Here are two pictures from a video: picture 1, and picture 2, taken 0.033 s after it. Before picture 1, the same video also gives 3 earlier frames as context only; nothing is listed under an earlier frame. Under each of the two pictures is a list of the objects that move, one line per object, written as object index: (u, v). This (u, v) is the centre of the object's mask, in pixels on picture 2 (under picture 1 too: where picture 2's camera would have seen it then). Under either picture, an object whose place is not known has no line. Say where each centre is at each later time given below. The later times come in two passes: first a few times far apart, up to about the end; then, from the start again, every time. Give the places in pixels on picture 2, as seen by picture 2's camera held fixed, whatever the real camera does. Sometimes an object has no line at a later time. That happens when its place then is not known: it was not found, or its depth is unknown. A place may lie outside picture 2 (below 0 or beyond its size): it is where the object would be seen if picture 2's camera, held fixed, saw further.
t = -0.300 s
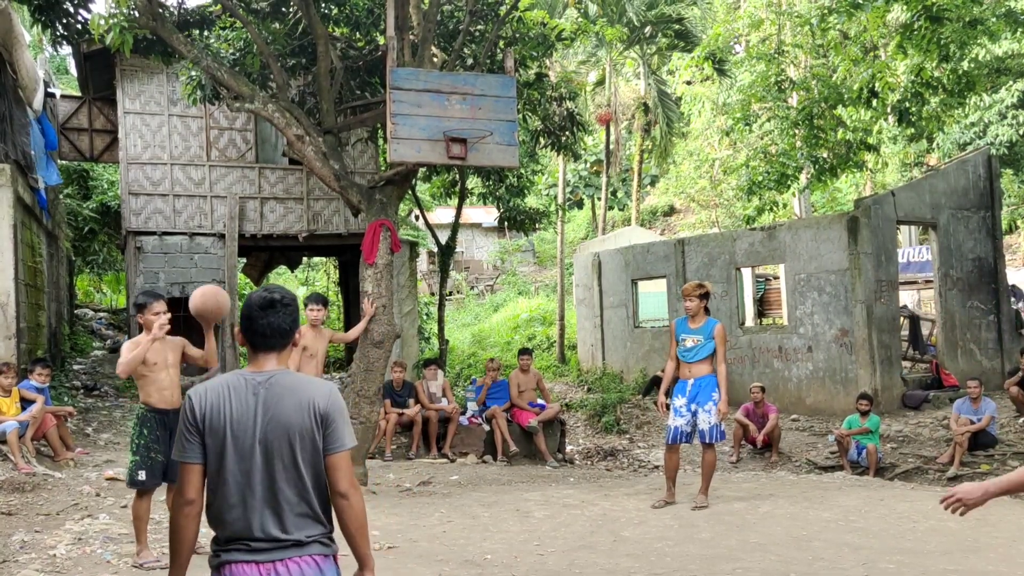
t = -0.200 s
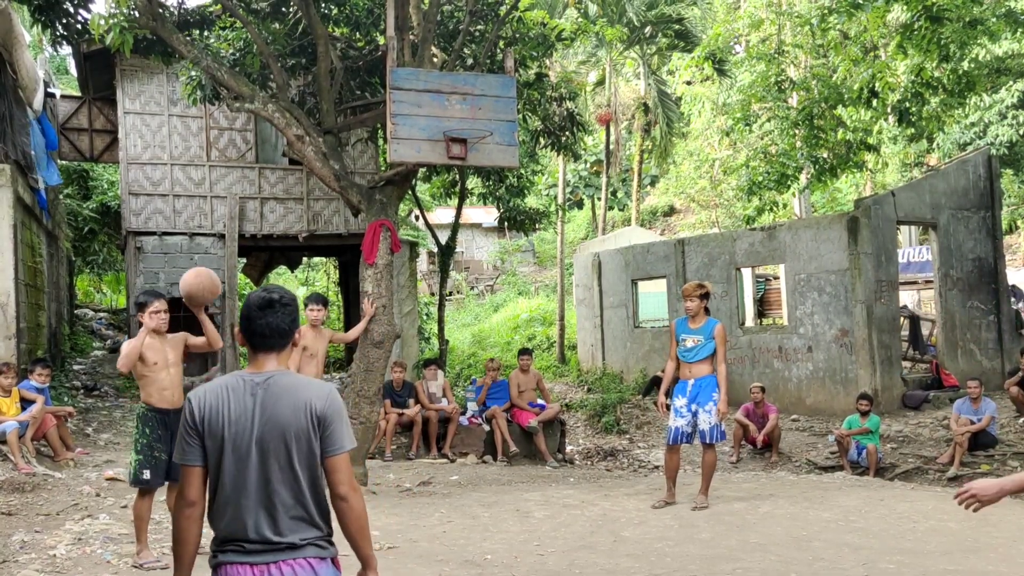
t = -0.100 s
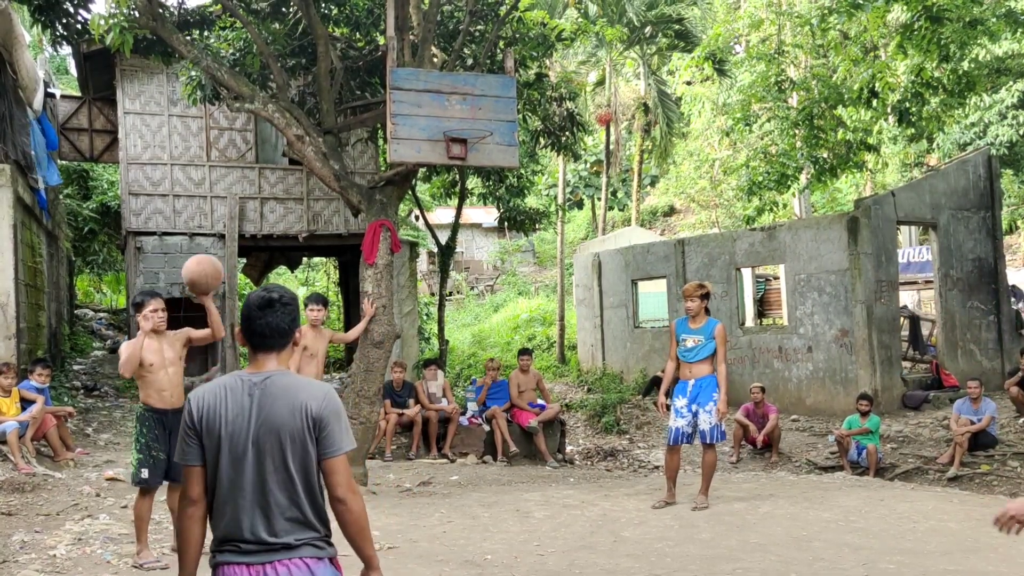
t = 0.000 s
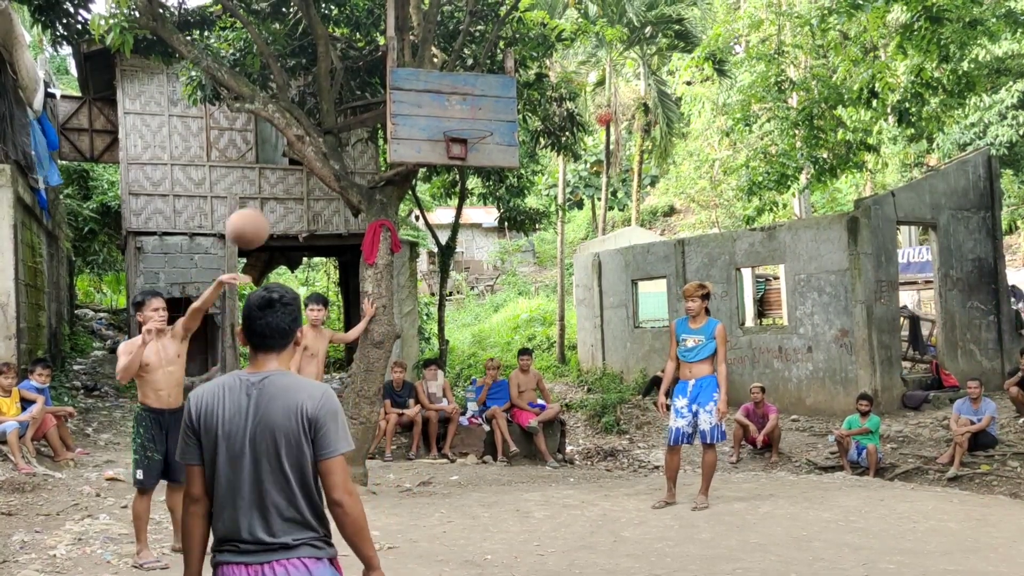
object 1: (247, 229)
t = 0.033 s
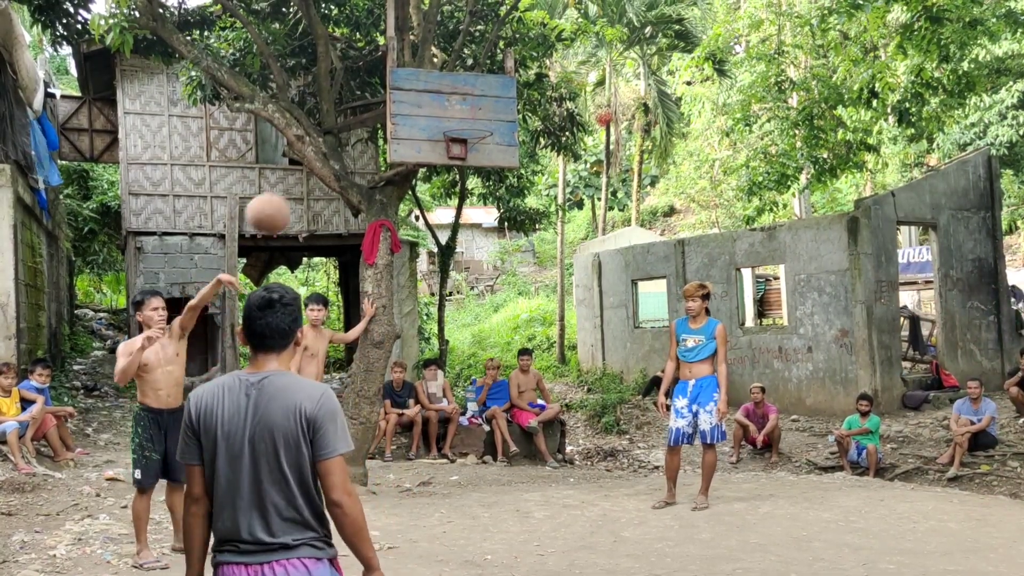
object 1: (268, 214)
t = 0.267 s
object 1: (443, 152)
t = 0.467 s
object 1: (650, 178)
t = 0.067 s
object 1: (290, 200)
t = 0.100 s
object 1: (313, 188)
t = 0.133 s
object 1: (337, 178)
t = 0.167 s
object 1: (361, 169)
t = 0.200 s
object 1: (387, 161)
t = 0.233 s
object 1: (415, 156)
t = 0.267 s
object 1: (443, 152)
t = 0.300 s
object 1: (473, 150)
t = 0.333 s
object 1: (505, 151)
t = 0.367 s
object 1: (538, 153)
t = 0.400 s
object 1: (574, 159)
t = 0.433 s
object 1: (610, 167)
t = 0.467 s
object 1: (650, 178)
